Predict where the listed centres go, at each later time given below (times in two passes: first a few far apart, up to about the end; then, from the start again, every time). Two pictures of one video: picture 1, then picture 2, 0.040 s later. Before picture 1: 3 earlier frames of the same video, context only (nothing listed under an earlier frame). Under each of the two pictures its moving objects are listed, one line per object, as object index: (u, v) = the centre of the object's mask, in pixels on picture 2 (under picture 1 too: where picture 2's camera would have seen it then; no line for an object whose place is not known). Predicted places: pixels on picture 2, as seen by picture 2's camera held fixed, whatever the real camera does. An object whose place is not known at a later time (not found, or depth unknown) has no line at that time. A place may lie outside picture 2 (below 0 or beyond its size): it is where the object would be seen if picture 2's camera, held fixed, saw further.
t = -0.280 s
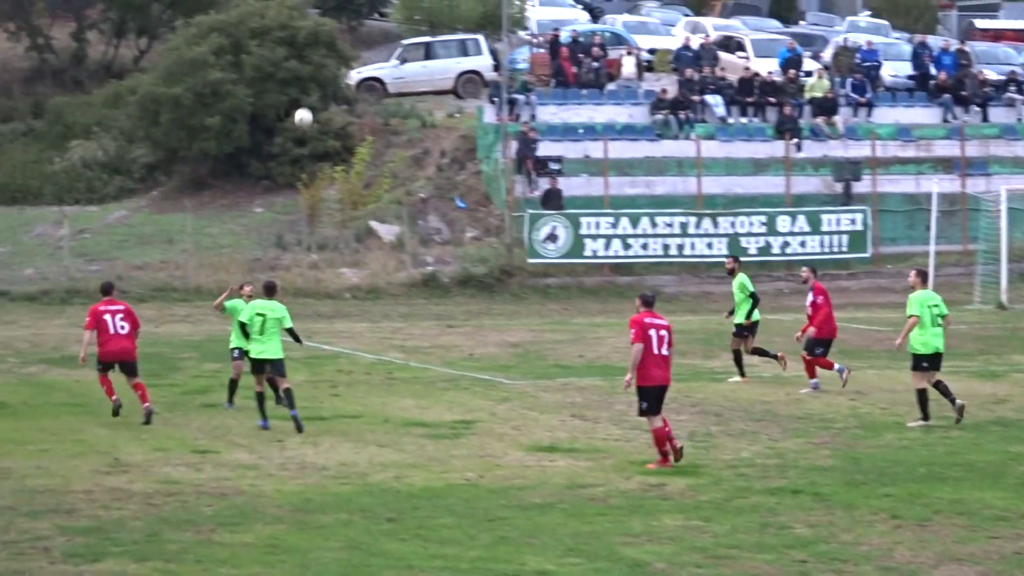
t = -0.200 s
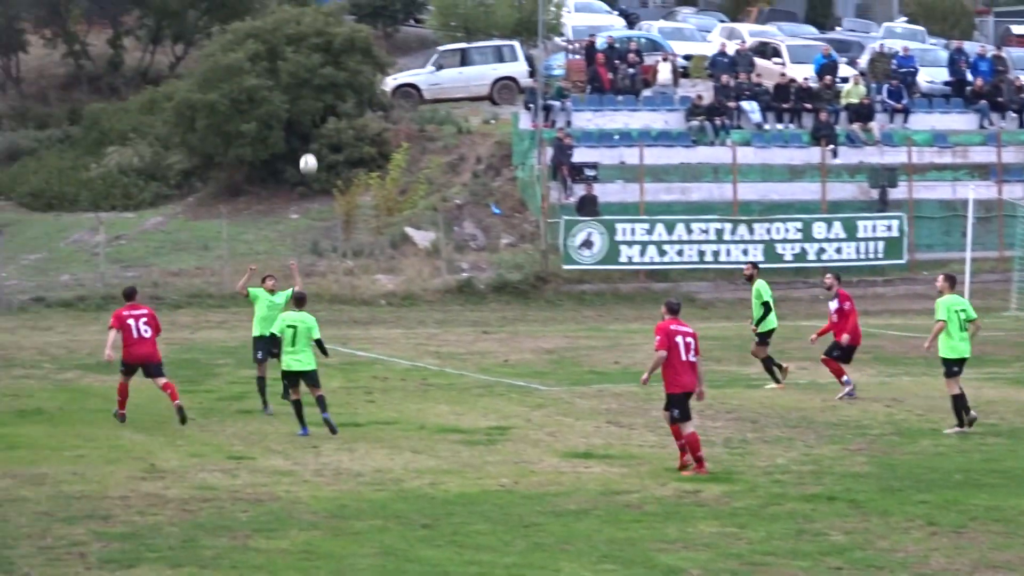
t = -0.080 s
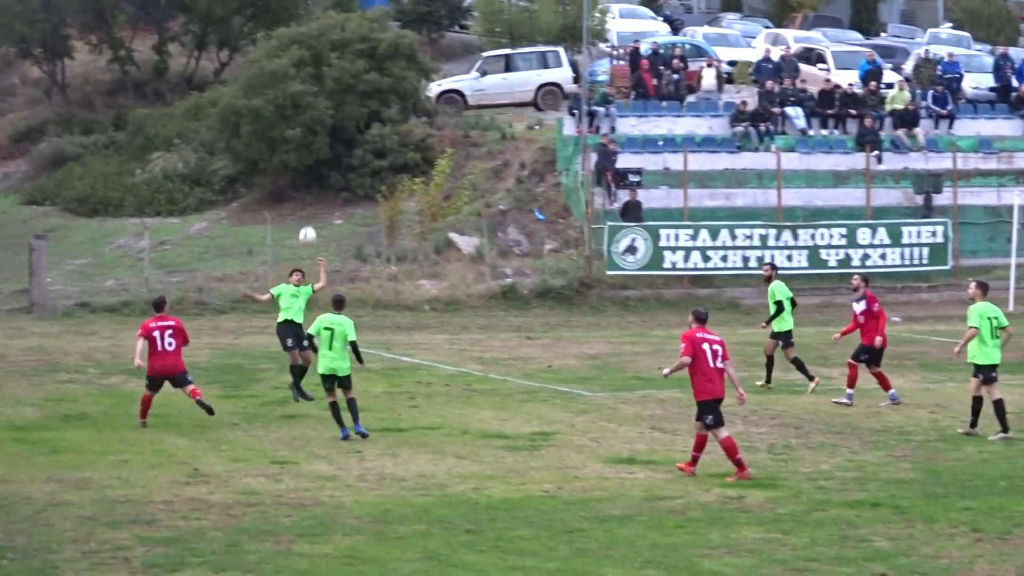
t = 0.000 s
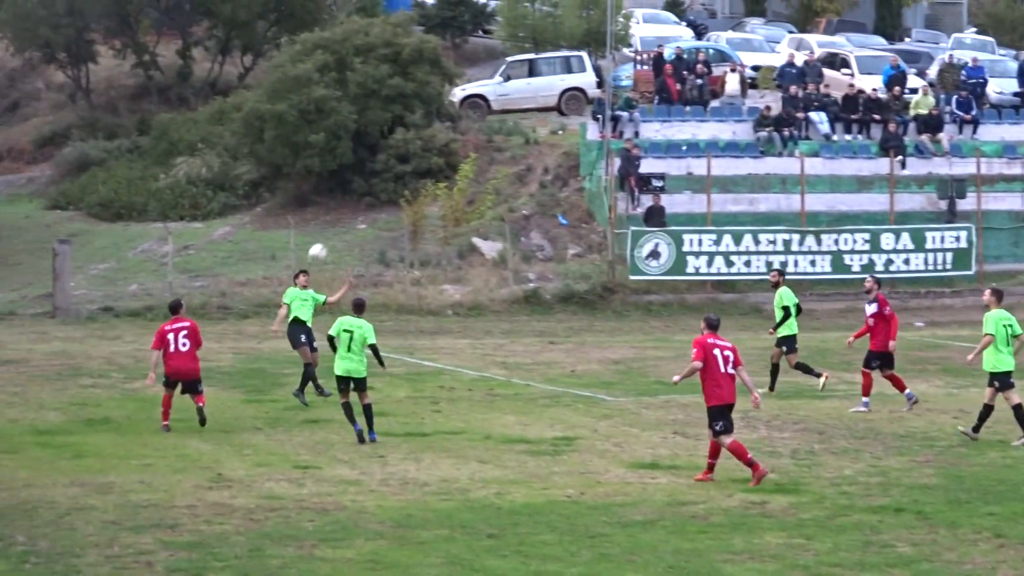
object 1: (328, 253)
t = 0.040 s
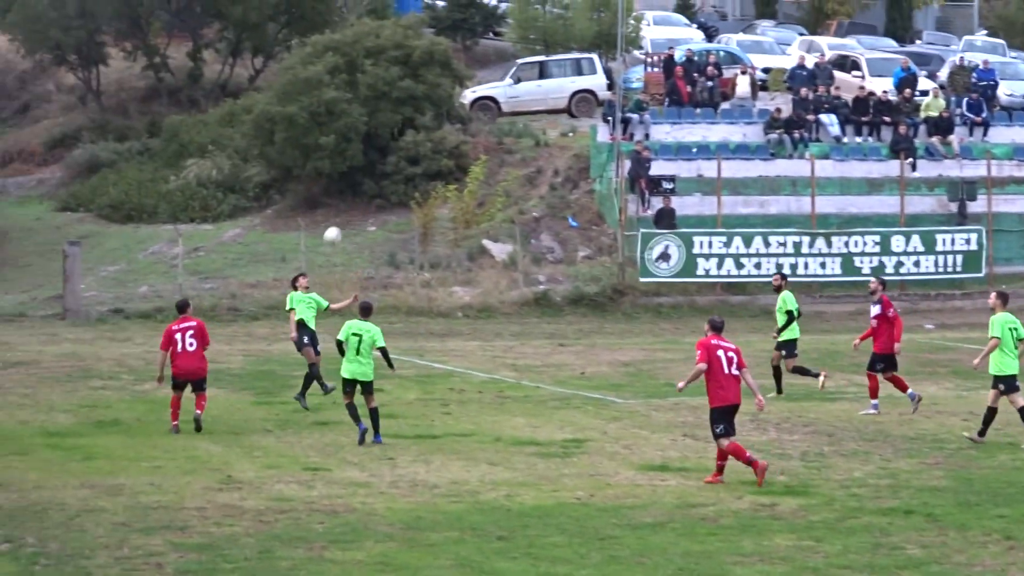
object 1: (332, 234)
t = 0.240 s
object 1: (356, 161)
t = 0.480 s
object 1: (384, 114)
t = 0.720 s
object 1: (411, 112)
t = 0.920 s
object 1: (432, 145)
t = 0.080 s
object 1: (337, 217)
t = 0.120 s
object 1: (342, 201)
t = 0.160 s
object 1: (346, 187)
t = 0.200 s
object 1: (351, 173)
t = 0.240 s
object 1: (356, 161)
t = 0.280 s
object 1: (361, 150)
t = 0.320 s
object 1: (366, 139)
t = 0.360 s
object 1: (370, 131)
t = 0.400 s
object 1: (375, 124)
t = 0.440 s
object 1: (380, 119)
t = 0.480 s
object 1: (384, 114)
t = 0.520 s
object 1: (389, 110)
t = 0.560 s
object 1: (394, 108)
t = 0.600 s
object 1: (398, 107)
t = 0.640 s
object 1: (403, 107)
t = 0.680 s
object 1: (407, 109)
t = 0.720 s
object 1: (411, 112)
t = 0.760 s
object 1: (415, 116)
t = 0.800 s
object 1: (420, 121)
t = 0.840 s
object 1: (424, 127)
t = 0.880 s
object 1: (428, 136)
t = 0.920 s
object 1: (432, 145)
